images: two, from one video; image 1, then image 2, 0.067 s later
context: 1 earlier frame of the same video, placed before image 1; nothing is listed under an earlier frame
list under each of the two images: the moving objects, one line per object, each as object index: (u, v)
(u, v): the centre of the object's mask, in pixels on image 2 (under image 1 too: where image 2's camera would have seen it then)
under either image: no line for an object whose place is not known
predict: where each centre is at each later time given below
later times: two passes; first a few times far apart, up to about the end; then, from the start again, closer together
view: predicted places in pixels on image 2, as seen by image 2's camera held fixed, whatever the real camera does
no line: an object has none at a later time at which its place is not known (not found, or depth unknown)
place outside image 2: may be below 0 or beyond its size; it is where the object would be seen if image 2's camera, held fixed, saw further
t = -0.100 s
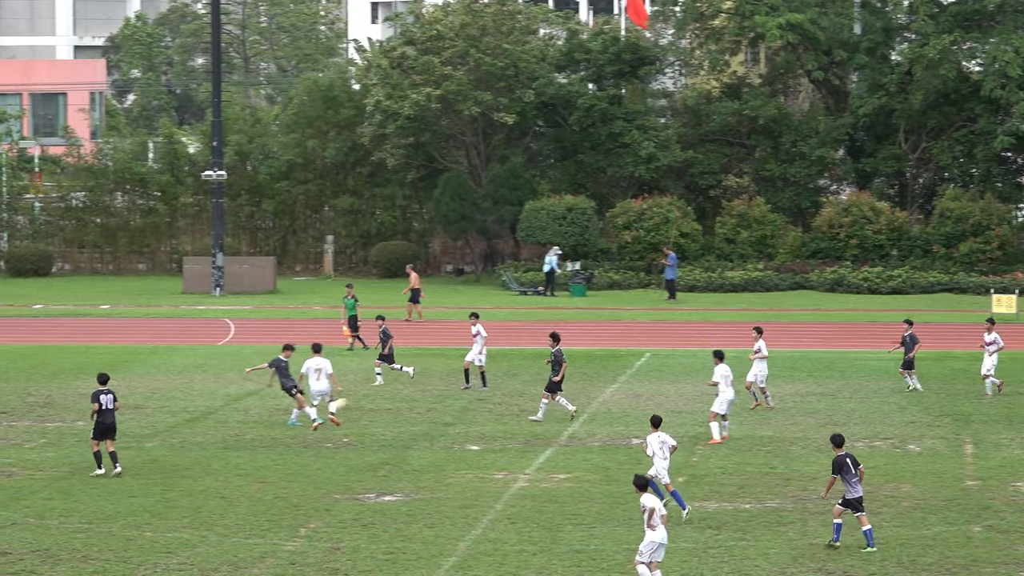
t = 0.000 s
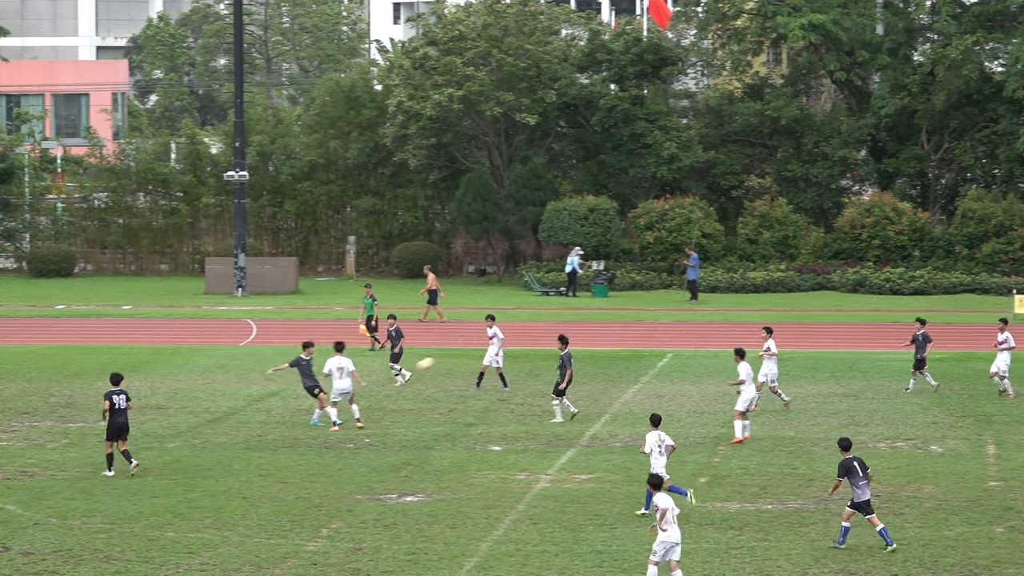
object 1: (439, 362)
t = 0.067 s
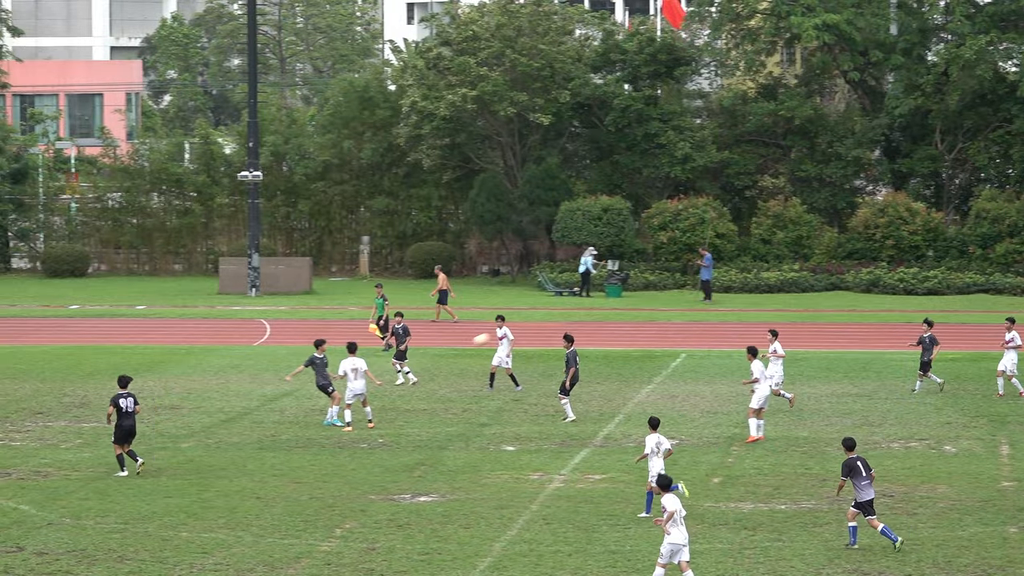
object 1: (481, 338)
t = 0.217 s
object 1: (572, 293)
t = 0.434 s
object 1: (693, 245)
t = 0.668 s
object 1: (814, 215)
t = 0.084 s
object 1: (490, 333)
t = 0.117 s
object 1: (512, 321)
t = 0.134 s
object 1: (521, 316)
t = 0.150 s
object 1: (531, 311)
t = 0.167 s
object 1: (541, 306)
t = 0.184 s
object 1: (552, 301)
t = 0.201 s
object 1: (561, 297)
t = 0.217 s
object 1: (572, 293)
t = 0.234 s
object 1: (581, 289)
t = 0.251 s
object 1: (592, 285)
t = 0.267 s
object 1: (600, 281)
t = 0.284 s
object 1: (610, 276)
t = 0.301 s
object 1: (620, 272)
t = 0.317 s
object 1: (629, 269)
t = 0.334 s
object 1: (638, 264)
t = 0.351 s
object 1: (648, 261)
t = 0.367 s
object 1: (657, 258)
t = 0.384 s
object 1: (666, 255)
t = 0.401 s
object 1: (675, 251)
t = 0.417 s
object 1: (684, 248)
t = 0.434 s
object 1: (693, 245)
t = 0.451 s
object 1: (701, 243)
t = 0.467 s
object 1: (711, 239)
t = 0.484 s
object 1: (719, 237)
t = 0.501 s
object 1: (728, 234)
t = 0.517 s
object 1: (737, 232)
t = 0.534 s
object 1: (746, 230)
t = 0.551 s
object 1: (754, 227)
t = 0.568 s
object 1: (763, 225)
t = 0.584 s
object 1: (771, 223)
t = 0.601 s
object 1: (780, 222)
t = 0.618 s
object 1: (788, 220)
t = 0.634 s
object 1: (797, 219)
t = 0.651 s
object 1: (806, 217)
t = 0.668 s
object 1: (814, 215)
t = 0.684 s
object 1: (822, 214)
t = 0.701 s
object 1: (831, 213)
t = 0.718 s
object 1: (839, 212)
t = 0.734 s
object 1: (847, 211)
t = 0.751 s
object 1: (856, 210)
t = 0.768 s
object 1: (864, 210)
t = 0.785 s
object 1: (872, 209)
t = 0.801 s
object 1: (881, 209)
